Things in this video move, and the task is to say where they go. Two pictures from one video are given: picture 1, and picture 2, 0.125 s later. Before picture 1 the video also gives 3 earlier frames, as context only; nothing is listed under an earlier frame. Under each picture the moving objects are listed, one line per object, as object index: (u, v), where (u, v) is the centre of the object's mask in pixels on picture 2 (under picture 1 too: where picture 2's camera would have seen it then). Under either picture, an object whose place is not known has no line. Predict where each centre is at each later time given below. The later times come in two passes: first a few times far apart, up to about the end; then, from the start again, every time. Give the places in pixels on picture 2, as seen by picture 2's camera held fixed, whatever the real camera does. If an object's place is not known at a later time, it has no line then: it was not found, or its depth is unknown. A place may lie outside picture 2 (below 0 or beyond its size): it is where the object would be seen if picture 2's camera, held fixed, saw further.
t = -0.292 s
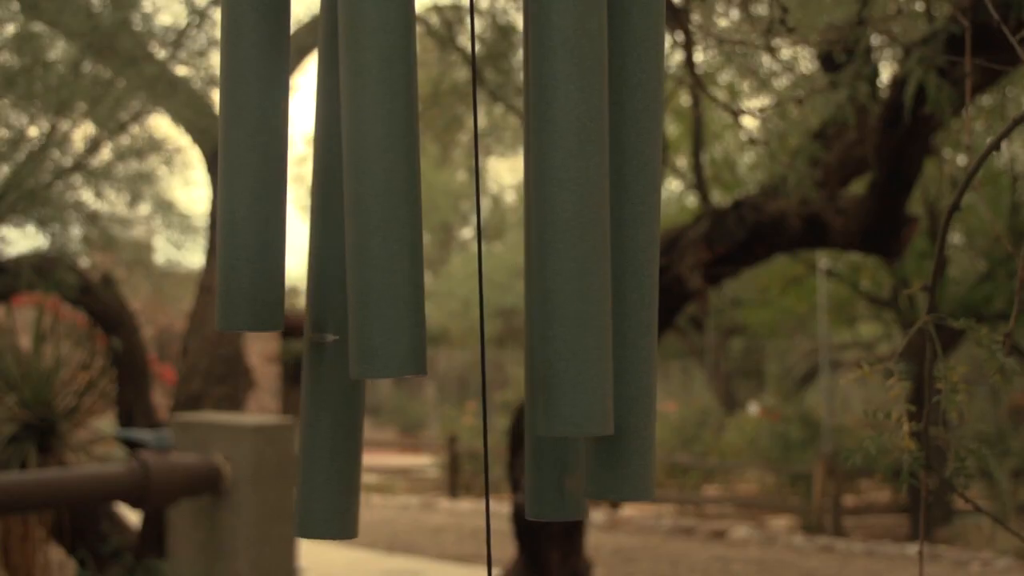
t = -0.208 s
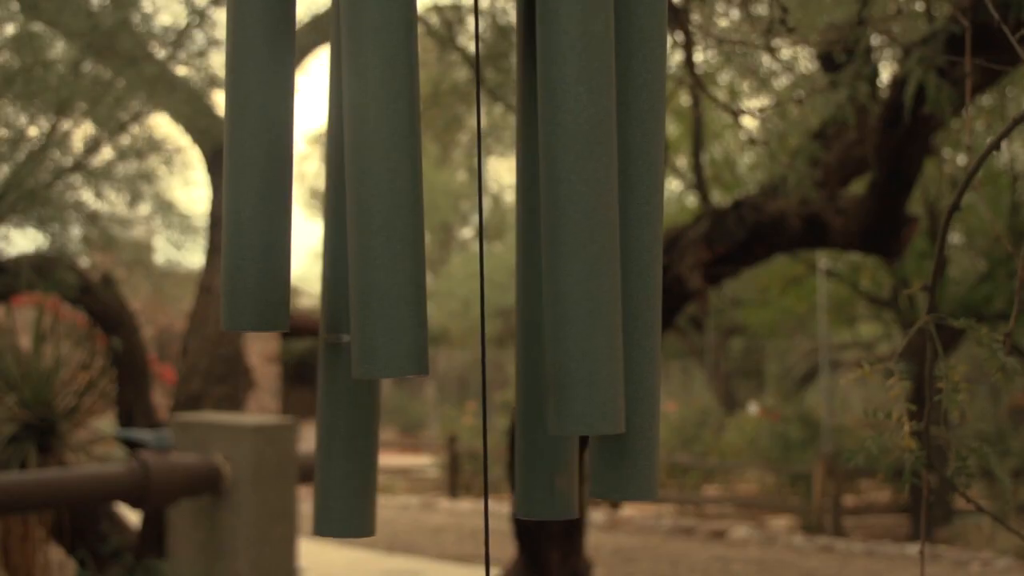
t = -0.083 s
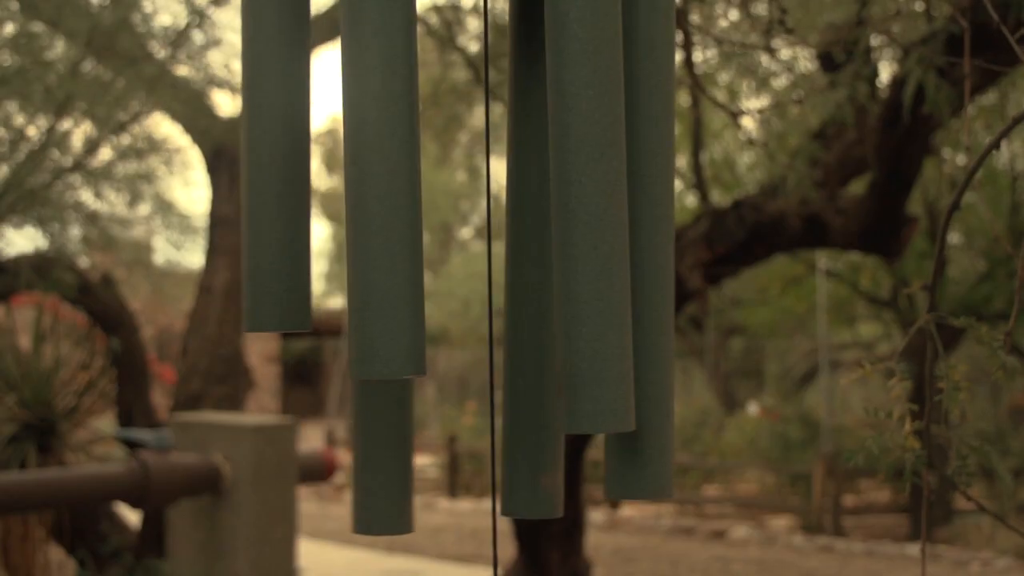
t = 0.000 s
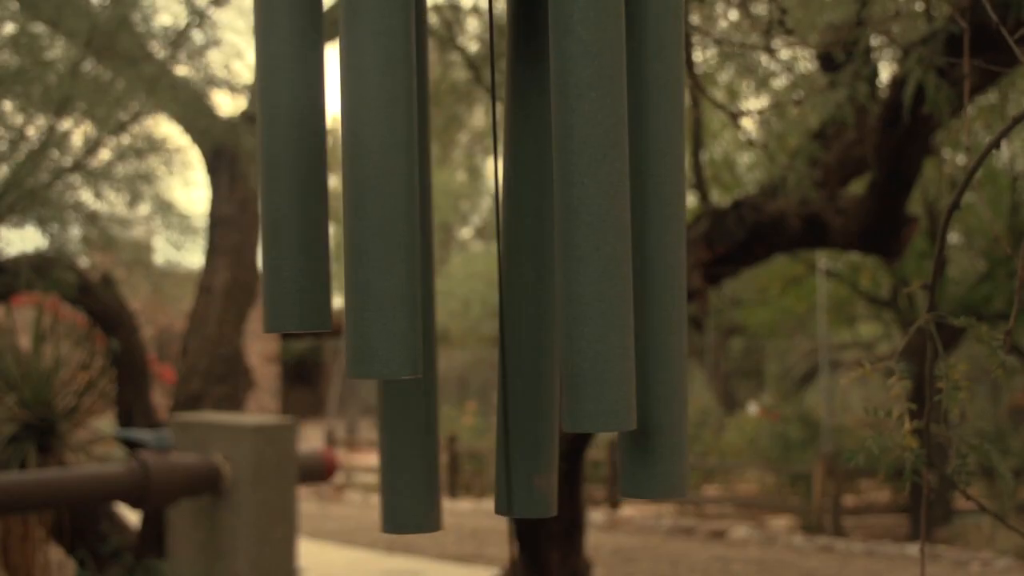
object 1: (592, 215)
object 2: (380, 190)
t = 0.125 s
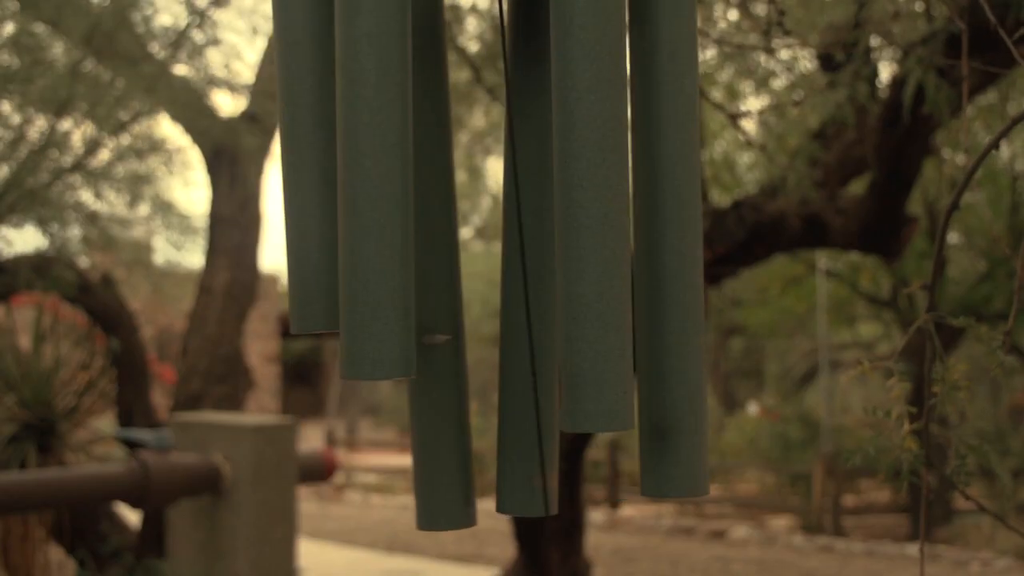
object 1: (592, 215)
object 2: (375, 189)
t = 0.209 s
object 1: (592, 213)
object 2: (370, 189)
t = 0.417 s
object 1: (581, 217)
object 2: (363, 190)
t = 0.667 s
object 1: (549, 222)
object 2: (357, 192)
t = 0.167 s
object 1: (592, 214)
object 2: (373, 189)
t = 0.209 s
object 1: (592, 213)
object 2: (370, 189)
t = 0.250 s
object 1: (591, 214)
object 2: (370, 190)
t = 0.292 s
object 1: (590, 214)
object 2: (368, 190)
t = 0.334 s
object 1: (588, 216)
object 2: (366, 190)
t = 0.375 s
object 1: (585, 217)
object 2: (365, 190)
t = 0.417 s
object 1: (581, 217)
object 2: (363, 190)
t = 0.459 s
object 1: (575, 219)
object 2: (362, 191)
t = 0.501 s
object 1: (571, 218)
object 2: (361, 191)
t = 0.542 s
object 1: (567, 219)
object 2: (361, 191)
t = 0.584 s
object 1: (563, 223)
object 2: (359, 191)
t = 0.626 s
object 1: (555, 218)
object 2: (358, 191)
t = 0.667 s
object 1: (549, 222)
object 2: (357, 192)
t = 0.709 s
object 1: (544, 222)
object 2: (355, 193)
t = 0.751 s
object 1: (540, 223)
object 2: (357, 196)
